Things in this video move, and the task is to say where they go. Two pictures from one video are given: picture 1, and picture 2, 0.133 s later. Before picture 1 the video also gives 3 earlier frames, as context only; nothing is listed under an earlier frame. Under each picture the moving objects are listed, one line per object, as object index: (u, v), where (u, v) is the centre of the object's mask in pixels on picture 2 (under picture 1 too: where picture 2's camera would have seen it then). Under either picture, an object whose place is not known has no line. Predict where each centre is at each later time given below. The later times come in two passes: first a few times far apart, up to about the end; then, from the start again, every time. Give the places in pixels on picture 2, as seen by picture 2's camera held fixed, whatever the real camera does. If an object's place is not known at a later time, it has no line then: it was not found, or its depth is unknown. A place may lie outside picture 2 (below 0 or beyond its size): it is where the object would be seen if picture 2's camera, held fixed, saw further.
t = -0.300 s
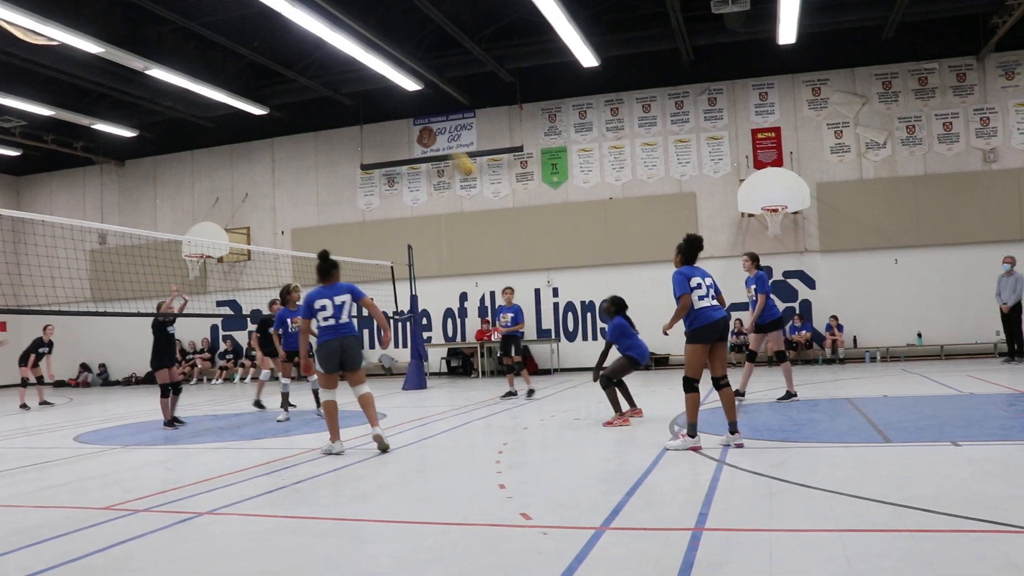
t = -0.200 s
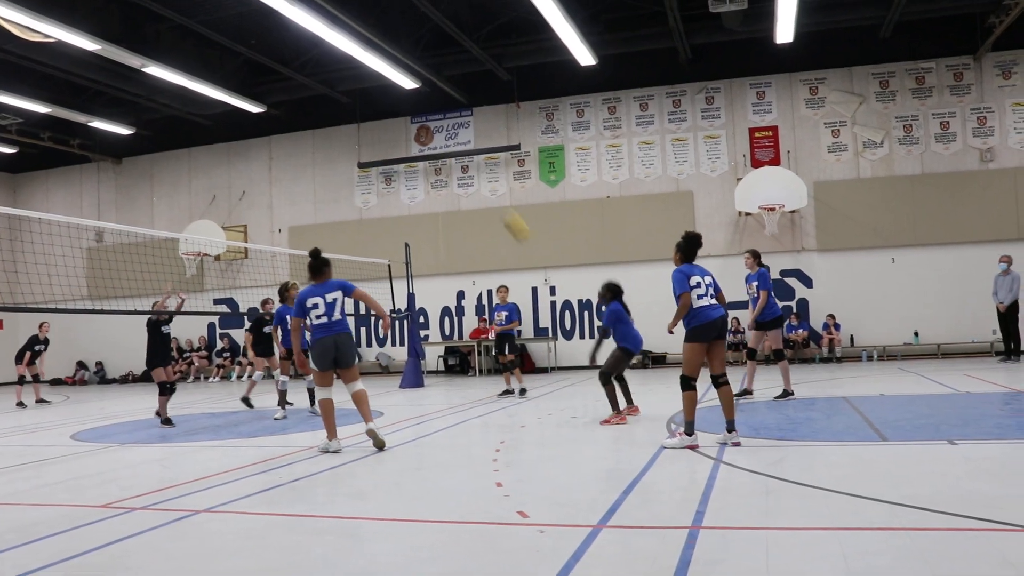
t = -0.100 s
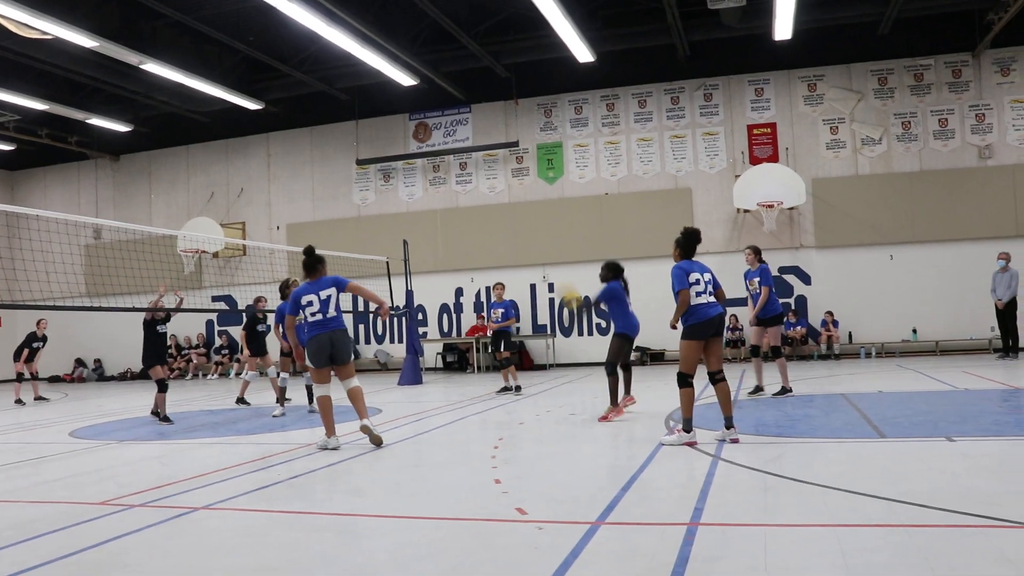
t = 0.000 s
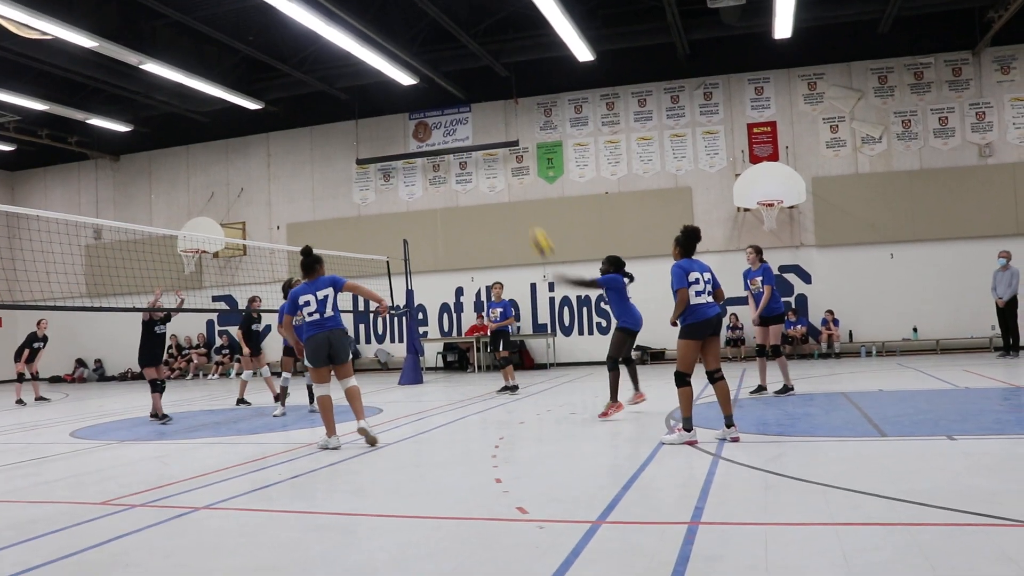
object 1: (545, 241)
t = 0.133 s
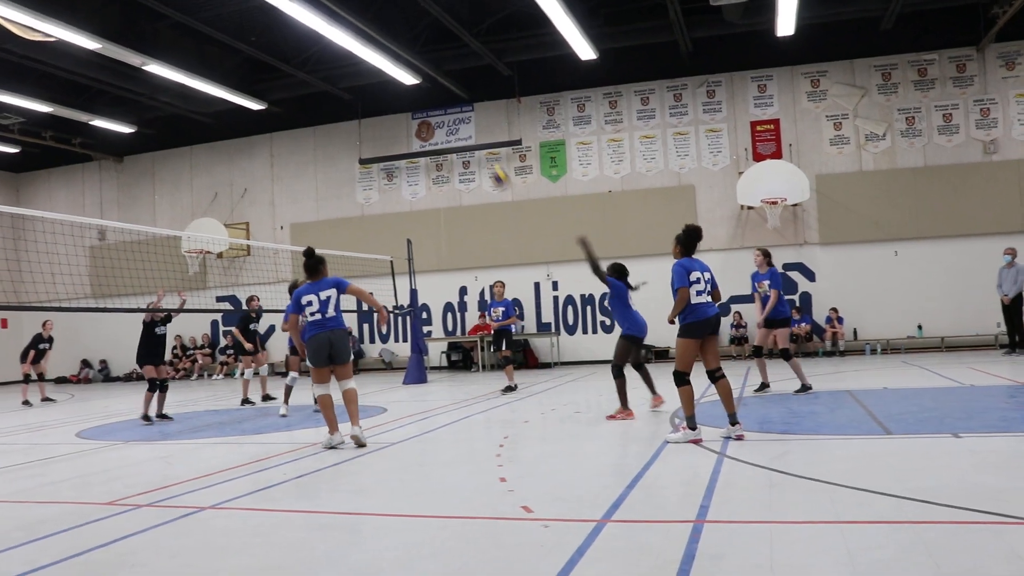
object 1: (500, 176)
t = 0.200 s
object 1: (481, 152)
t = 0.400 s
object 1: (427, 109)
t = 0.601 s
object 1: (384, 101)
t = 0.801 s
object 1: (348, 123)
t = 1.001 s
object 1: (318, 171)
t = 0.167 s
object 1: (489, 163)
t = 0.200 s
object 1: (481, 152)
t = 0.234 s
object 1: (471, 142)
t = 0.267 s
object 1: (461, 134)
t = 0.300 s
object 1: (452, 125)
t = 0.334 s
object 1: (444, 119)
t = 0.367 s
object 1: (436, 114)
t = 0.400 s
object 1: (427, 109)
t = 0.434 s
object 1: (419, 106)
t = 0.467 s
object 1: (412, 103)
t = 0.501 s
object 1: (405, 102)
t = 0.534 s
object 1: (398, 101)
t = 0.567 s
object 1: (391, 101)
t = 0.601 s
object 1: (384, 101)
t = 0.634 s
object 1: (378, 103)
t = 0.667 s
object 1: (372, 106)
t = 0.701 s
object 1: (366, 109)
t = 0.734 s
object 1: (360, 113)
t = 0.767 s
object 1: (355, 117)
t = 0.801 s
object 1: (348, 123)
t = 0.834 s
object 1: (343, 129)
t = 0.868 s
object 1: (338, 135)
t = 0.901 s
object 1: (332, 143)
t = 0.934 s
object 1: (327, 151)
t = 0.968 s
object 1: (323, 161)
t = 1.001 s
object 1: (318, 171)
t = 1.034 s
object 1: (313, 182)
